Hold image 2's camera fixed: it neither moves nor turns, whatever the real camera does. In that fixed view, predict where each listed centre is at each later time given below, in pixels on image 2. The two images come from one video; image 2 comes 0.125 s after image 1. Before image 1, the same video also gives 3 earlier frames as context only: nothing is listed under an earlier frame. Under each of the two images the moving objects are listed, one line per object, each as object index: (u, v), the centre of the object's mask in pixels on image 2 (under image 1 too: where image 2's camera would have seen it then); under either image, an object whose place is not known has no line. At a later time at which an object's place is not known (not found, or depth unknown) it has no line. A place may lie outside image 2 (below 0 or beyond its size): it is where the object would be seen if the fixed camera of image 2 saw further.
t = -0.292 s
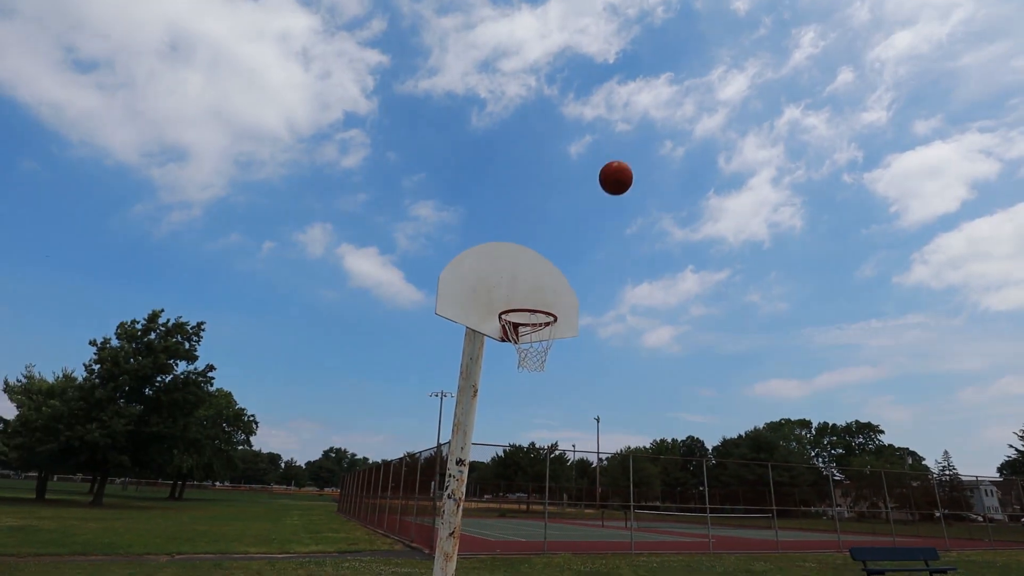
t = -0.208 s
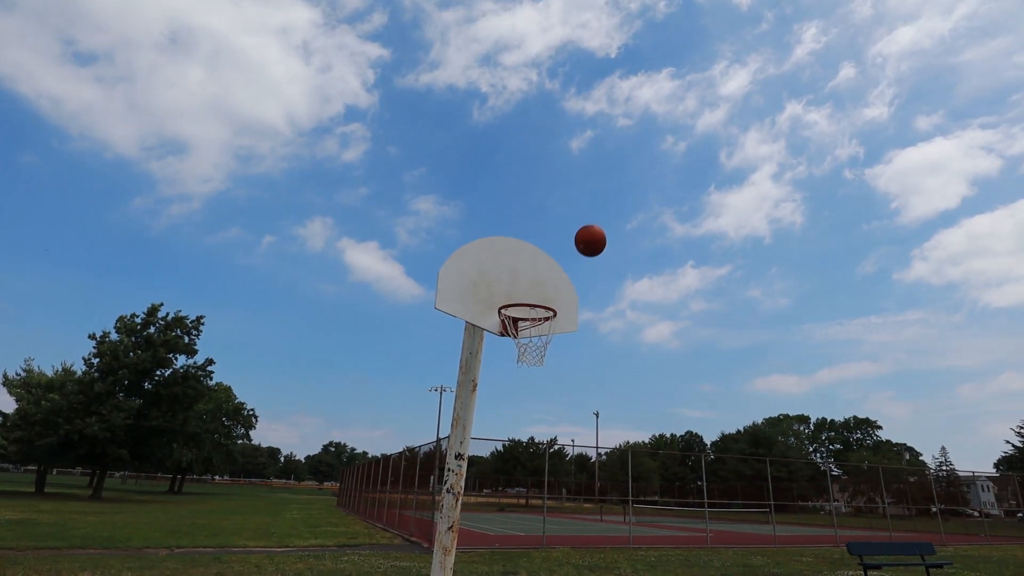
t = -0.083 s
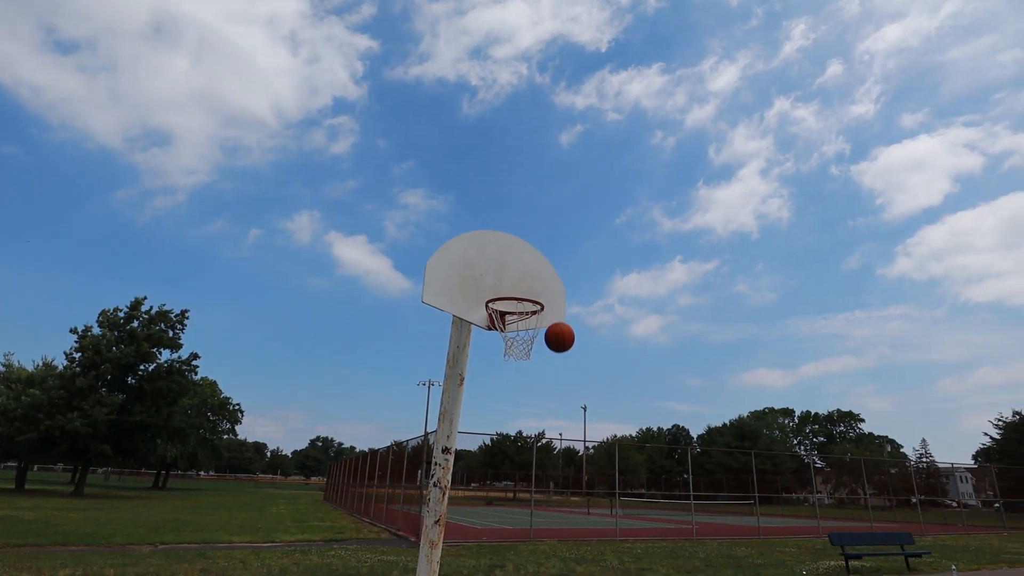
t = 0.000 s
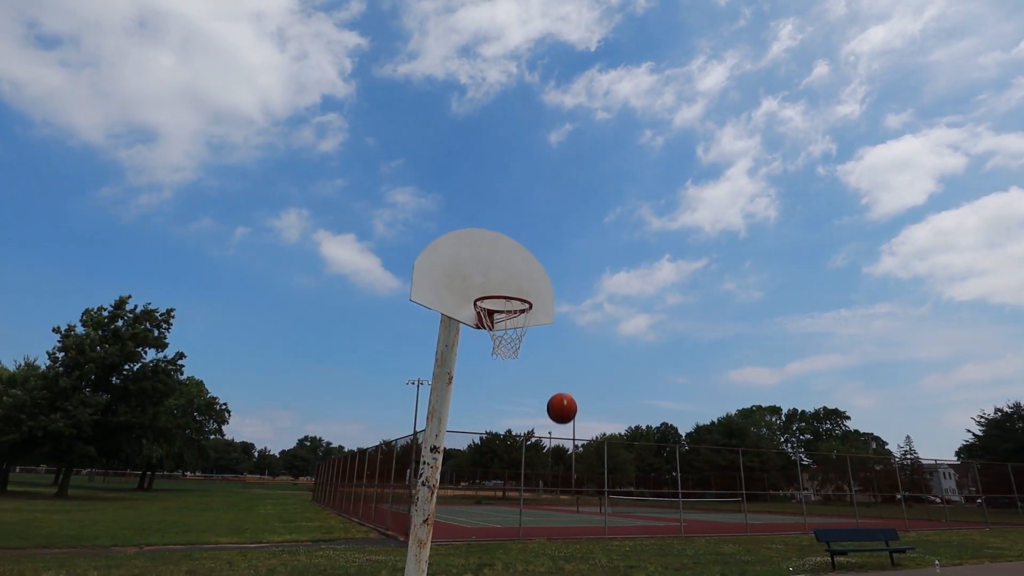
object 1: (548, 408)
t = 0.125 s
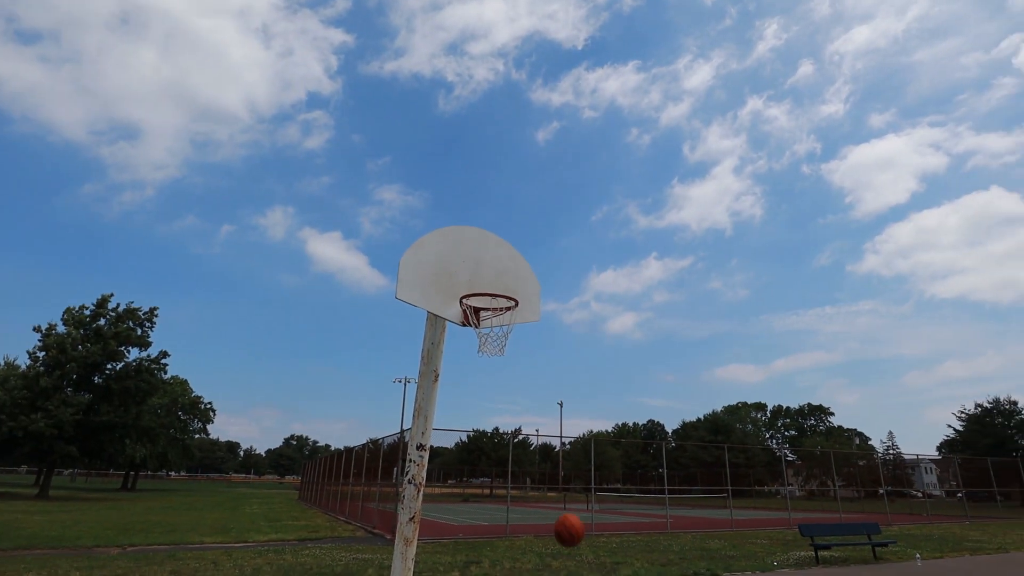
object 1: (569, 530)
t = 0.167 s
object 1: (576, 566)
